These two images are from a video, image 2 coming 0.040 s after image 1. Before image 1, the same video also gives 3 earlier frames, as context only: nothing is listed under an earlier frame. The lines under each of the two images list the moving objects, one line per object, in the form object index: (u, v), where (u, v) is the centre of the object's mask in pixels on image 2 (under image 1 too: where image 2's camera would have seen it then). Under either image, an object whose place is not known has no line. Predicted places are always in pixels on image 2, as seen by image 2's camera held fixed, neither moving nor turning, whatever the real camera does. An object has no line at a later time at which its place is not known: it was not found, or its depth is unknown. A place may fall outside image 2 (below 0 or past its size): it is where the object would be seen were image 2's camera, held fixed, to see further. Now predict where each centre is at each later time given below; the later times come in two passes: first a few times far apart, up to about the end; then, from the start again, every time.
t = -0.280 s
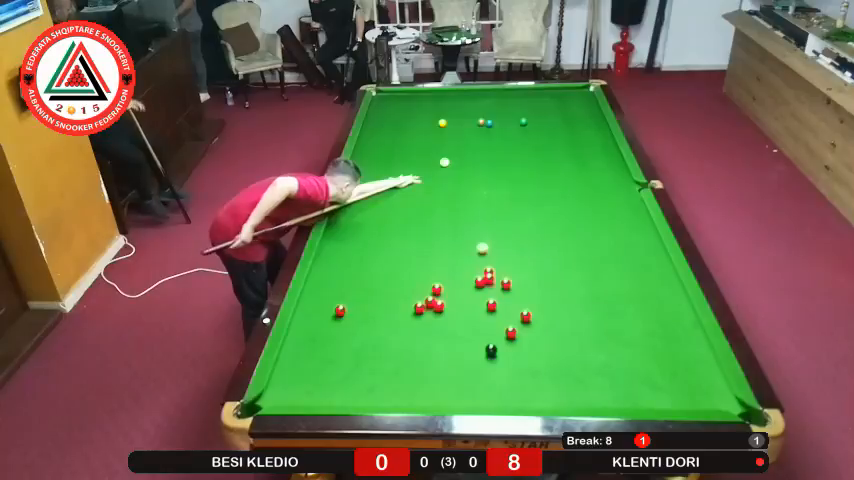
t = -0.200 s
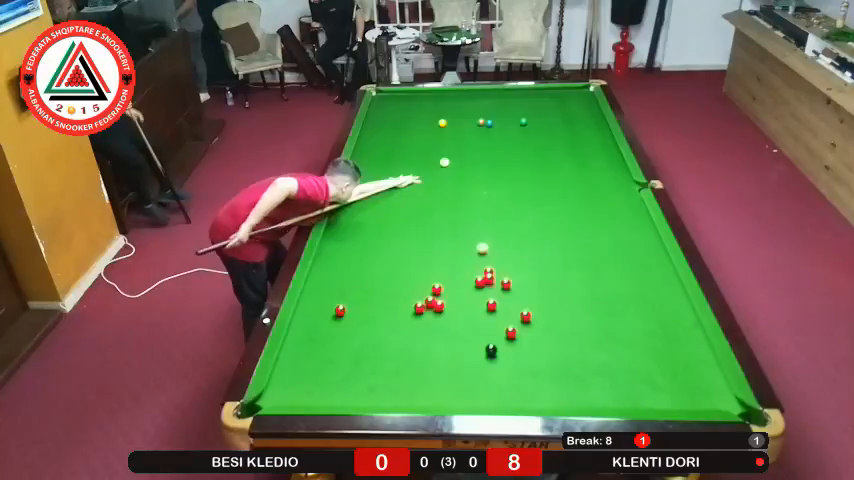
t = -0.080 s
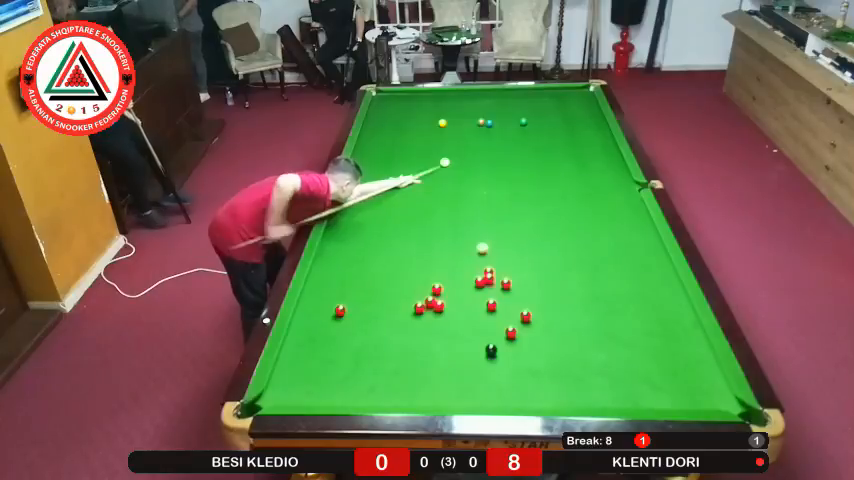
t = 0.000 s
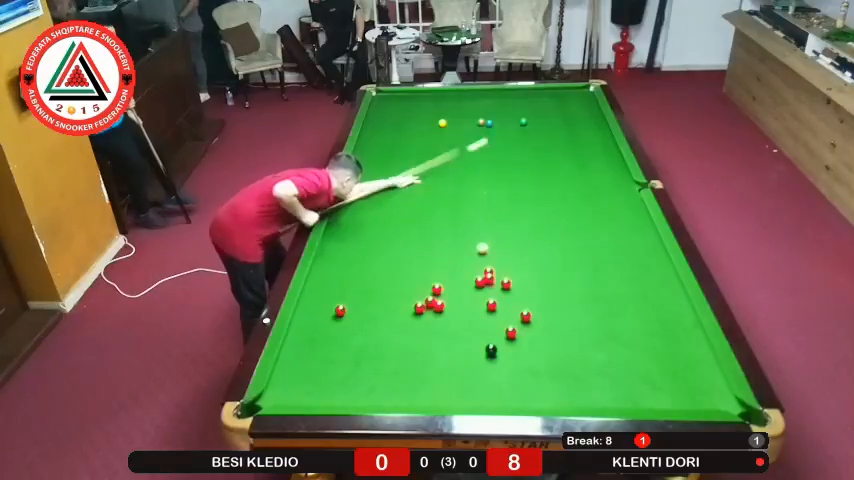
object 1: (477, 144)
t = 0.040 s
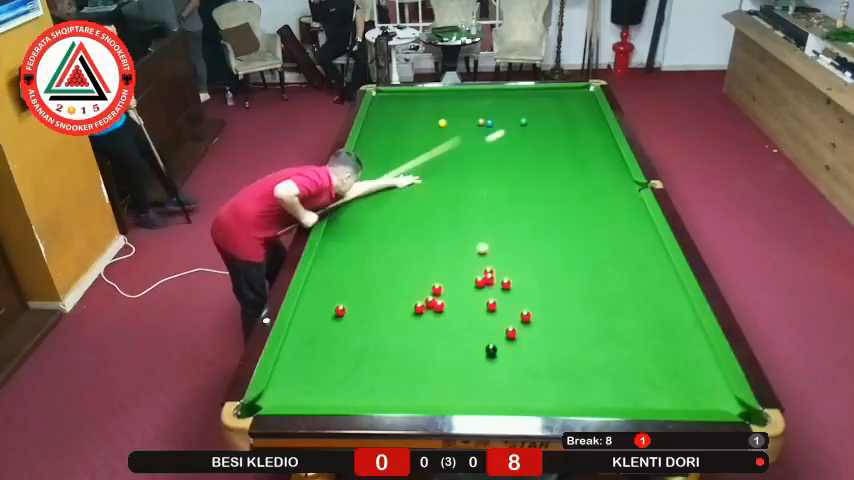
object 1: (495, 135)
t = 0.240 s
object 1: (518, 123)
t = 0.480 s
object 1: (508, 128)
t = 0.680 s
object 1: (495, 134)
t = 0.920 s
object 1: (479, 142)
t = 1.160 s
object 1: (463, 150)
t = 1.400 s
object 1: (448, 157)
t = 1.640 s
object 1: (431, 165)
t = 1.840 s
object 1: (418, 171)
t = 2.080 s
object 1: (401, 179)
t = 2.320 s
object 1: (385, 187)
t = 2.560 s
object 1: (369, 194)
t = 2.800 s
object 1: (352, 201)
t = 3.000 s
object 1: (339, 207)
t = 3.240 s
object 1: (340, 213)
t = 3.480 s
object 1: (346, 218)
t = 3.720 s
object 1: (351, 222)
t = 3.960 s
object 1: (356, 226)
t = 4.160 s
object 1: (360, 230)
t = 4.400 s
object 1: (364, 233)
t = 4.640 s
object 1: (368, 236)
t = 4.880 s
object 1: (372, 238)
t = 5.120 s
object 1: (374, 241)
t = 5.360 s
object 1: (376, 243)
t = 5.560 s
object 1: (377, 244)
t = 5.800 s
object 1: (378, 245)
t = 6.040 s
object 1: (379, 246)
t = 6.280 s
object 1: (378, 246)
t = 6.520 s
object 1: (378, 246)
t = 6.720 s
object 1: (378, 246)
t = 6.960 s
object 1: (378, 246)
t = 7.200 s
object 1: (378, 246)
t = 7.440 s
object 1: (378, 246)
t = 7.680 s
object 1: (378, 246)
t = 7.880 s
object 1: (378, 246)
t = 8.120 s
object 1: (378, 246)
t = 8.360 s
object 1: (378, 246)
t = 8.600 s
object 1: (378, 246)
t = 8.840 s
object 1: (378, 246)
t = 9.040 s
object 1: (378, 246)
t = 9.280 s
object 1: (378, 246)
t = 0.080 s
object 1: (511, 127)
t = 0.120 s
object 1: (519, 123)
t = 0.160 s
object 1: (519, 123)
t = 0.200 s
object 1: (519, 123)
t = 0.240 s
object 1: (518, 123)
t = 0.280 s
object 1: (517, 124)
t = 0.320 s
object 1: (516, 124)
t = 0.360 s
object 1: (515, 125)
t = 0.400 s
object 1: (513, 126)
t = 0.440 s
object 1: (511, 127)
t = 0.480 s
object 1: (508, 128)
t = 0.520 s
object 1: (505, 129)
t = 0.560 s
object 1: (503, 131)
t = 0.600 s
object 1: (500, 132)
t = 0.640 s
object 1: (498, 133)
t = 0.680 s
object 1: (495, 134)
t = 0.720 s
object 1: (492, 136)
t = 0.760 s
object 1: (490, 137)
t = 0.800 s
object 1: (487, 138)
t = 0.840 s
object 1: (485, 140)
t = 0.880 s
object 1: (482, 141)
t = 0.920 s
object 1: (479, 142)
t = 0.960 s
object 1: (477, 143)
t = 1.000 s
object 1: (474, 144)
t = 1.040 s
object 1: (471, 146)
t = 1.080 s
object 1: (469, 147)
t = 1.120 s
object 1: (466, 148)
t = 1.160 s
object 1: (463, 150)
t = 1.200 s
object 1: (461, 151)
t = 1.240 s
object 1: (458, 152)
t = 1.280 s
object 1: (455, 153)
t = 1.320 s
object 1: (453, 155)
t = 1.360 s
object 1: (450, 156)
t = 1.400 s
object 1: (448, 157)
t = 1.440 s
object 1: (445, 158)
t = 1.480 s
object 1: (442, 160)
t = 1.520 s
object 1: (439, 161)
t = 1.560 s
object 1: (437, 162)
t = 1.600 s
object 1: (434, 163)
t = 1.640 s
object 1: (431, 165)
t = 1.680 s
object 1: (429, 166)
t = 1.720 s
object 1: (426, 167)
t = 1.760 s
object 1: (423, 169)
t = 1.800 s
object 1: (420, 170)
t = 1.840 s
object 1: (418, 171)
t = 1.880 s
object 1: (415, 173)
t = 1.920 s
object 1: (412, 174)
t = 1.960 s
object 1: (410, 175)
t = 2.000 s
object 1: (407, 176)
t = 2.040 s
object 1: (404, 178)
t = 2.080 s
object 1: (401, 179)
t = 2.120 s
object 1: (398, 180)
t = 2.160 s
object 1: (396, 181)
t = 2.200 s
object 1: (393, 183)
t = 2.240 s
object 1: (390, 184)
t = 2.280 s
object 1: (388, 185)
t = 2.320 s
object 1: (385, 187)
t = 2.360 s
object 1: (382, 188)
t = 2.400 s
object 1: (380, 189)
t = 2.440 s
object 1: (377, 190)
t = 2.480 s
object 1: (374, 192)
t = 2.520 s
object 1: (371, 193)
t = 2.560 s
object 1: (369, 194)
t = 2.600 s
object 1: (366, 196)
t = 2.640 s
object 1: (363, 197)
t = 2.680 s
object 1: (360, 198)
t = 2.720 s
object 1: (358, 199)
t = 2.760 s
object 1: (355, 200)
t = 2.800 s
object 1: (352, 201)
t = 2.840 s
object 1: (350, 203)
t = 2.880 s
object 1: (347, 204)
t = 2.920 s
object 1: (345, 205)
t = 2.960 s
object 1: (342, 206)
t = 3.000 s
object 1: (339, 207)
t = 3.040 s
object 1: (336, 209)
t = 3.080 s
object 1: (336, 210)
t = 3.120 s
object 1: (337, 211)
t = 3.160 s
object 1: (338, 211)
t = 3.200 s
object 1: (339, 212)
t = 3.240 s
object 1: (340, 213)
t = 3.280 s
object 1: (341, 214)
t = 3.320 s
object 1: (342, 214)
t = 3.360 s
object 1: (343, 216)
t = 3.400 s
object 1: (344, 216)
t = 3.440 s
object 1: (344, 217)
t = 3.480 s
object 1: (346, 218)
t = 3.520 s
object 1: (346, 219)
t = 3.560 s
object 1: (347, 219)
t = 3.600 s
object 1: (348, 220)
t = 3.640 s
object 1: (349, 221)
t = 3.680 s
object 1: (350, 222)
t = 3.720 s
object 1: (351, 222)
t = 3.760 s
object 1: (352, 223)
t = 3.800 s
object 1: (352, 224)
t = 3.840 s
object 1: (353, 224)
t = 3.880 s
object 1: (354, 225)
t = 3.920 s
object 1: (355, 226)
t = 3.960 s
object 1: (356, 226)
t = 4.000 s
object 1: (357, 227)
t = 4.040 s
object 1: (357, 228)
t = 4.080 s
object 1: (358, 229)
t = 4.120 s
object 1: (359, 229)
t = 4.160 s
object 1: (360, 230)
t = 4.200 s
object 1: (361, 230)
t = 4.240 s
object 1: (361, 231)
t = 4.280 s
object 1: (362, 231)
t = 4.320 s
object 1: (363, 232)
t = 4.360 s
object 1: (364, 232)
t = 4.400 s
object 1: (364, 233)
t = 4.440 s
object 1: (365, 233)
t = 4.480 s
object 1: (366, 234)
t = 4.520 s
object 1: (366, 234)
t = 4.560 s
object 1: (367, 235)
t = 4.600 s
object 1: (368, 236)
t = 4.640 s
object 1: (368, 236)
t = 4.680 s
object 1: (369, 236)
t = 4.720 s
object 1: (369, 237)
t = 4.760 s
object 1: (370, 237)
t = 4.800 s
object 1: (370, 238)
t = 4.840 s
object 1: (371, 238)
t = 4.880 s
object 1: (372, 238)
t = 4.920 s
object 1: (372, 239)
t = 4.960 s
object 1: (372, 240)
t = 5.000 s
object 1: (373, 240)
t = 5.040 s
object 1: (373, 240)
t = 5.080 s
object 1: (374, 241)
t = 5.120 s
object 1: (374, 241)
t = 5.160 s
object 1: (375, 241)
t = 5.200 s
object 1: (375, 242)
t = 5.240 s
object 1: (375, 242)
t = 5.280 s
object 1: (376, 242)
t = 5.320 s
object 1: (376, 242)
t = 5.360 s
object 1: (376, 243)
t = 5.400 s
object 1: (377, 243)
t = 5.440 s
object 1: (377, 243)
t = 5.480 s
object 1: (377, 244)
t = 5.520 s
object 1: (377, 244)
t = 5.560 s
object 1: (377, 244)
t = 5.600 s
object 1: (377, 244)
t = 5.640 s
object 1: (378, 245)
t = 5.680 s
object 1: (378, 245)
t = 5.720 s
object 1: (378, 245)
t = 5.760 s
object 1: (378, 245)
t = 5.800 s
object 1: (378, 245)
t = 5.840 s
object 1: (378, 245)
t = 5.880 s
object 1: (378, 246)
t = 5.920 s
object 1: (378, 246)
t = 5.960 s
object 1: (378, 246)
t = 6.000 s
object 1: (378, 246)
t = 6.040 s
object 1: (379, 246)
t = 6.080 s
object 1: (378, 246)
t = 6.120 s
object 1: (378, 246)
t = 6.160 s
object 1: (378, 246)
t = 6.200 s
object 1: (378, 246)
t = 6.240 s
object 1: (378, 246)
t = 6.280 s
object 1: (378, 246)
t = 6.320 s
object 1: (378, 246)
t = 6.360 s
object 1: (378, 246)
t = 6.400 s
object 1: (378, 246)
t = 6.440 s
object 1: (378, 246)
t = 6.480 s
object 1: (378, 246)
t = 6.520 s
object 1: (378, 246)
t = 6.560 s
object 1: (378, 246)
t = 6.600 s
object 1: (378, 246)
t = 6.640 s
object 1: (378, 246)
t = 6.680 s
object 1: (378, 246)
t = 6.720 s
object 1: (378, 246)
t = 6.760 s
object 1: (378, 246)
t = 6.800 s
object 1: (378, 246)
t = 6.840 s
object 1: (378, 246)
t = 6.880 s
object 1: (378, 246)
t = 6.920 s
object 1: (378, 246)
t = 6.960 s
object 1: (378, 246)
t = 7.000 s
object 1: (378, 246)
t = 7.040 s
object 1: (378, 246)
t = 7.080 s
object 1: (378, 246)
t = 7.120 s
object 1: (378, 246)
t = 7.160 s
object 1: (378, 246)
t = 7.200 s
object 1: (378, 246)
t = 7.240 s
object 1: (378, 246)
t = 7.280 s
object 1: (378, 246)
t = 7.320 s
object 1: (378, 246)
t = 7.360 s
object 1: (378, 246)
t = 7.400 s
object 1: (378, 246)
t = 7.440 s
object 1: (378, 246)
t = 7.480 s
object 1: (378, 246)
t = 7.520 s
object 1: (378, 246)
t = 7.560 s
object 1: (378, 246)
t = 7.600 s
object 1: (378, 246)
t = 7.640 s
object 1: (378, 246)
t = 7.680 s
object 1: (378, 246)
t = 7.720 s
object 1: (378, 246)
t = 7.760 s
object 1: (378, 246)
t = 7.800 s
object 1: (378, 246)
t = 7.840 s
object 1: (378, 246)
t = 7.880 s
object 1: (378, 246)
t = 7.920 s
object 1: (378, 246)
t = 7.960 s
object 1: (378, 246)
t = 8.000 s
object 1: (378, 246)
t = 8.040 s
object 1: (378, 246)
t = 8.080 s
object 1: (378, 246)
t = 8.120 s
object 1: (378, 246)
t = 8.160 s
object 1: (378, 246)
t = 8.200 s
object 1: (378, 246)
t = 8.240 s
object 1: (378, 246)
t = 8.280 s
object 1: (378, 246)
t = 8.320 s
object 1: (378, 246)
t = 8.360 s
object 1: (378, 246)
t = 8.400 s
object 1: (378, 246)
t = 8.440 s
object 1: (378, 246)
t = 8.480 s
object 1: (378, 246)
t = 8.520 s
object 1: (378, 246)
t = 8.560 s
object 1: (378, 246)
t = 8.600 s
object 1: (378, 246)
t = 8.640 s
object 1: (378, 246)
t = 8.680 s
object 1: (378, 246)
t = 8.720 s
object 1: (378, 246)
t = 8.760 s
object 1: (378, 246)
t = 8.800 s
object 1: (378, 246)
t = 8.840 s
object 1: (378, 246)
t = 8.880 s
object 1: (378, 246)
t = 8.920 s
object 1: (378, 246)
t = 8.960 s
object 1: (378, 246)
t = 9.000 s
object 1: (378, 246)
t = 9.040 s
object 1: (378, 246)
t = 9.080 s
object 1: (378, 246)
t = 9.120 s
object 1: (378, 246)
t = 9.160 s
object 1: (378, 246)
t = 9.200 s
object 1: (378, 246)
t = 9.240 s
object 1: (378, 246)
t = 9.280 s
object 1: (378, 246)
